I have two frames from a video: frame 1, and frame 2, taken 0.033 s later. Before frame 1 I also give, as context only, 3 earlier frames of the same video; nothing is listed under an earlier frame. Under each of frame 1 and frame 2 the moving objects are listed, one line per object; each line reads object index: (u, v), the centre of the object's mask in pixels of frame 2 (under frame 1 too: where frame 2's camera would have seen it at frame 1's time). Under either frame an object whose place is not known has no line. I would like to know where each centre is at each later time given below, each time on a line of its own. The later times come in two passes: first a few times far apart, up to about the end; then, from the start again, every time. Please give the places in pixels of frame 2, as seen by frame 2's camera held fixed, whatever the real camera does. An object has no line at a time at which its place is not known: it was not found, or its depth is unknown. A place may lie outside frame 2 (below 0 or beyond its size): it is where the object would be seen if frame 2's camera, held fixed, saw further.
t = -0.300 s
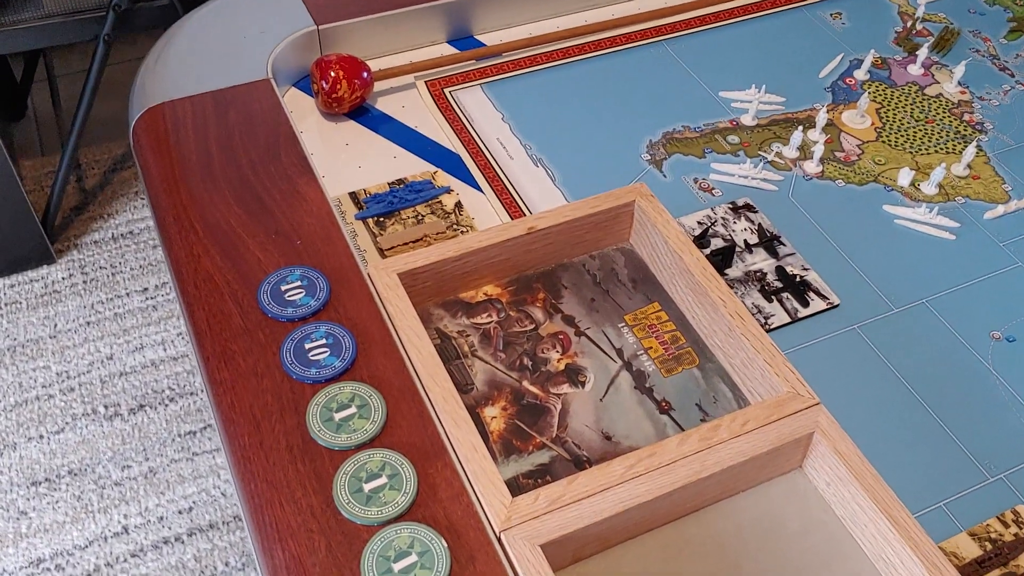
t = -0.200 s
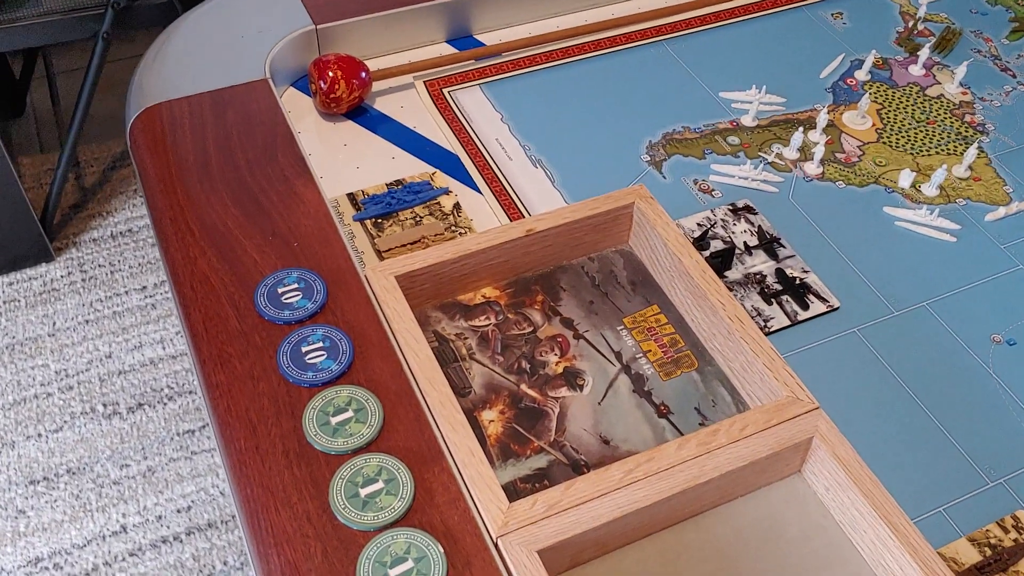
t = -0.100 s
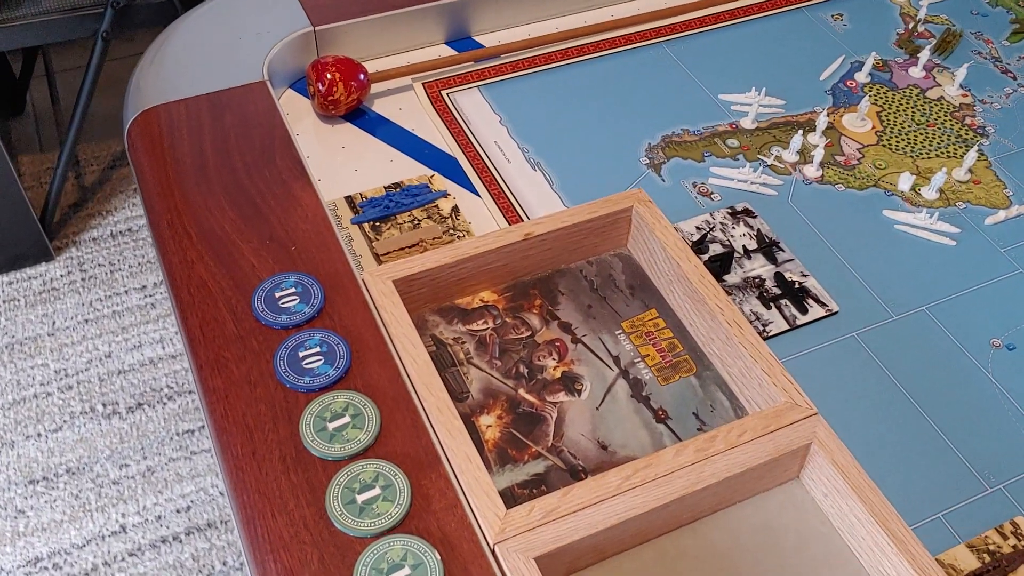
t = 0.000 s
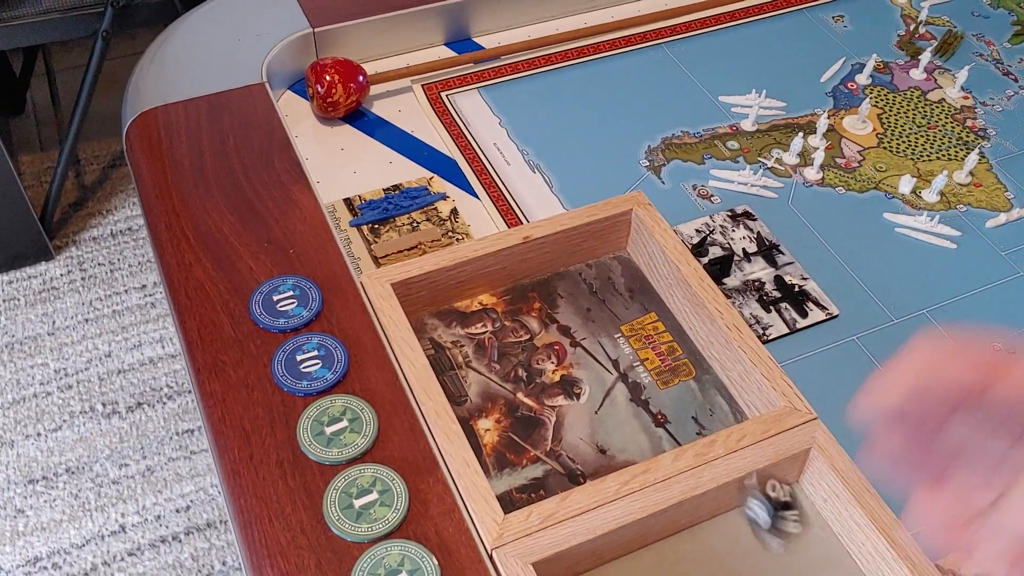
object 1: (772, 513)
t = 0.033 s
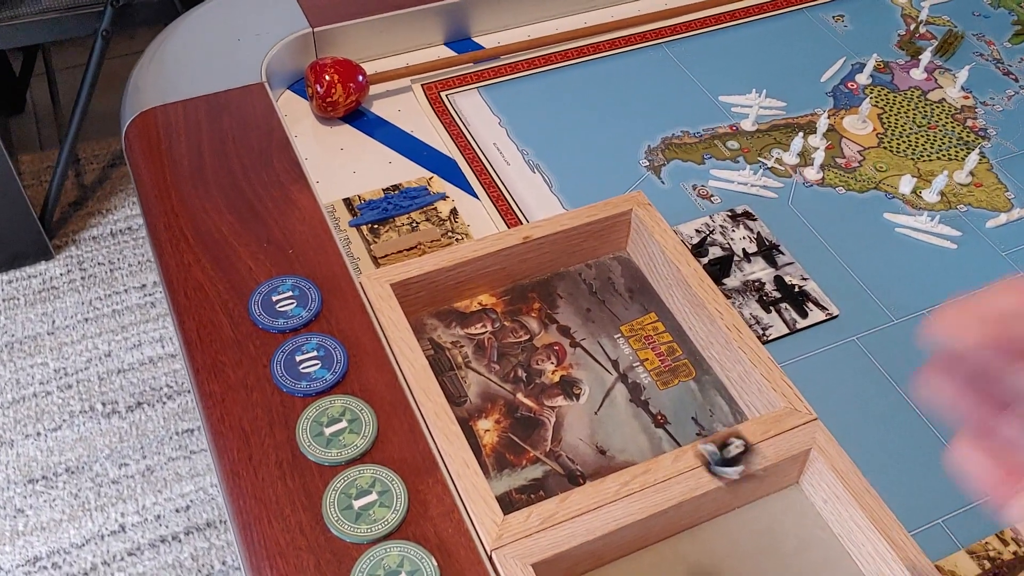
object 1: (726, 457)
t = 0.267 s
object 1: (580, 313)
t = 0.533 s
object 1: (629, 270)
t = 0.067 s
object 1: (687, 421)
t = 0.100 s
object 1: (647, 407)
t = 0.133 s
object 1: (612, 407)
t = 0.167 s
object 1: (599, 387)
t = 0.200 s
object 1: (594, 349)
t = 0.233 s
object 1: (586, 326)
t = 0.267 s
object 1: (580, 313)
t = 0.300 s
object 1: (578, 296)
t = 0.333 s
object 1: (579, 282)
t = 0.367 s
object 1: (583, 271)
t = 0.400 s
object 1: (592, 266)
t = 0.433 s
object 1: (602, 265)
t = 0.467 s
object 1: (612, 265)
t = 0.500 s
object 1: (620, 267)
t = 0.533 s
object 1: (629, 270)
